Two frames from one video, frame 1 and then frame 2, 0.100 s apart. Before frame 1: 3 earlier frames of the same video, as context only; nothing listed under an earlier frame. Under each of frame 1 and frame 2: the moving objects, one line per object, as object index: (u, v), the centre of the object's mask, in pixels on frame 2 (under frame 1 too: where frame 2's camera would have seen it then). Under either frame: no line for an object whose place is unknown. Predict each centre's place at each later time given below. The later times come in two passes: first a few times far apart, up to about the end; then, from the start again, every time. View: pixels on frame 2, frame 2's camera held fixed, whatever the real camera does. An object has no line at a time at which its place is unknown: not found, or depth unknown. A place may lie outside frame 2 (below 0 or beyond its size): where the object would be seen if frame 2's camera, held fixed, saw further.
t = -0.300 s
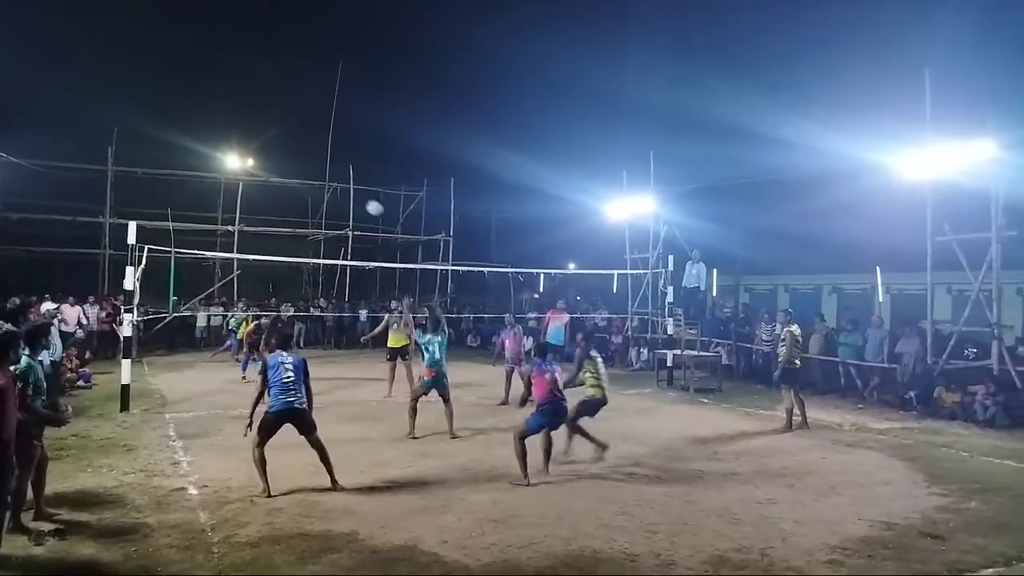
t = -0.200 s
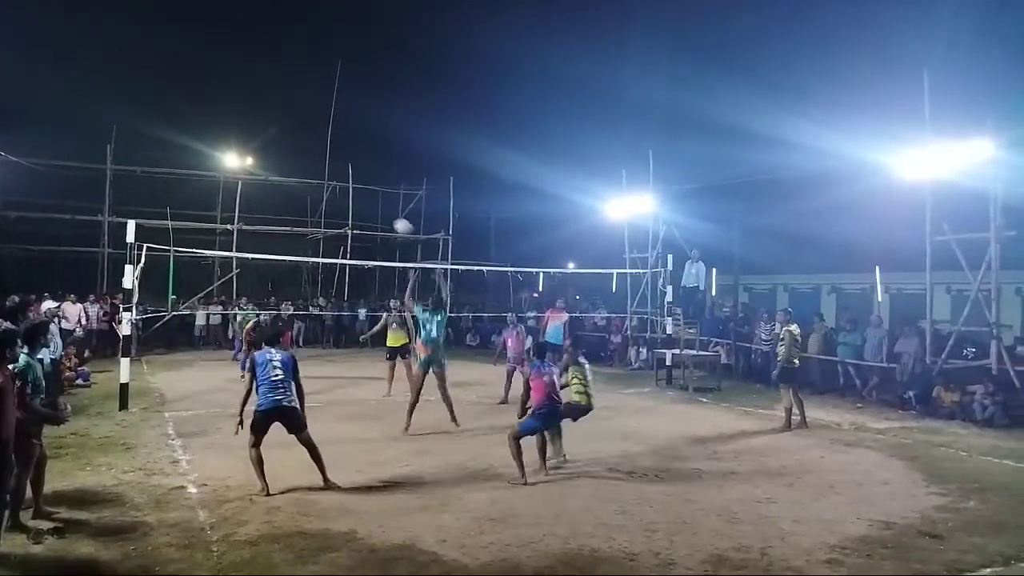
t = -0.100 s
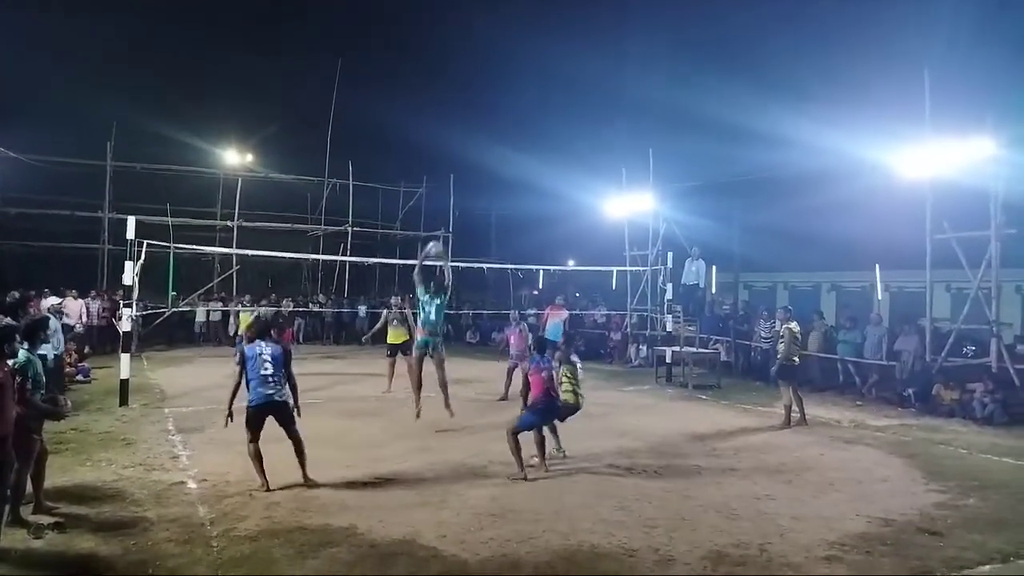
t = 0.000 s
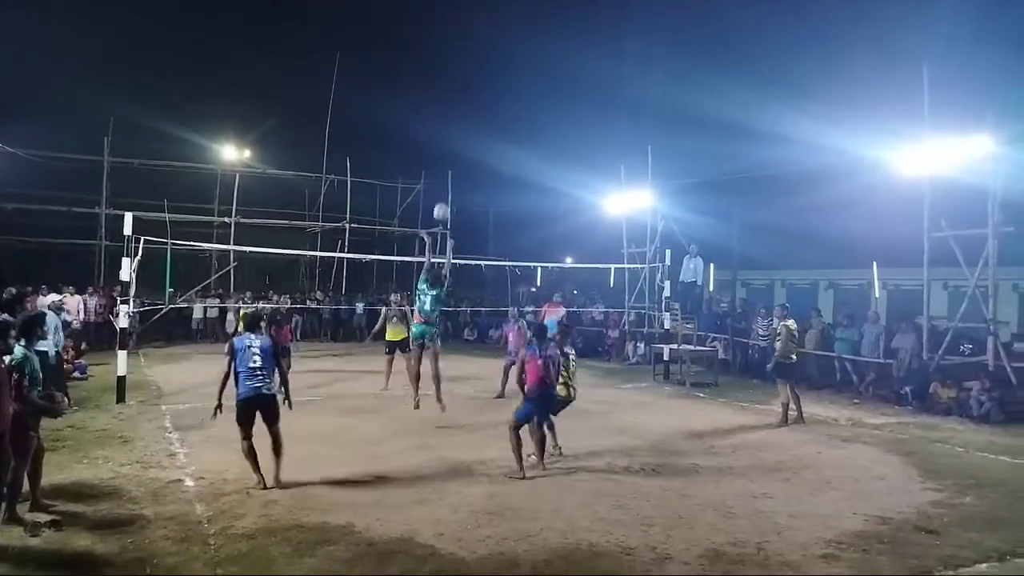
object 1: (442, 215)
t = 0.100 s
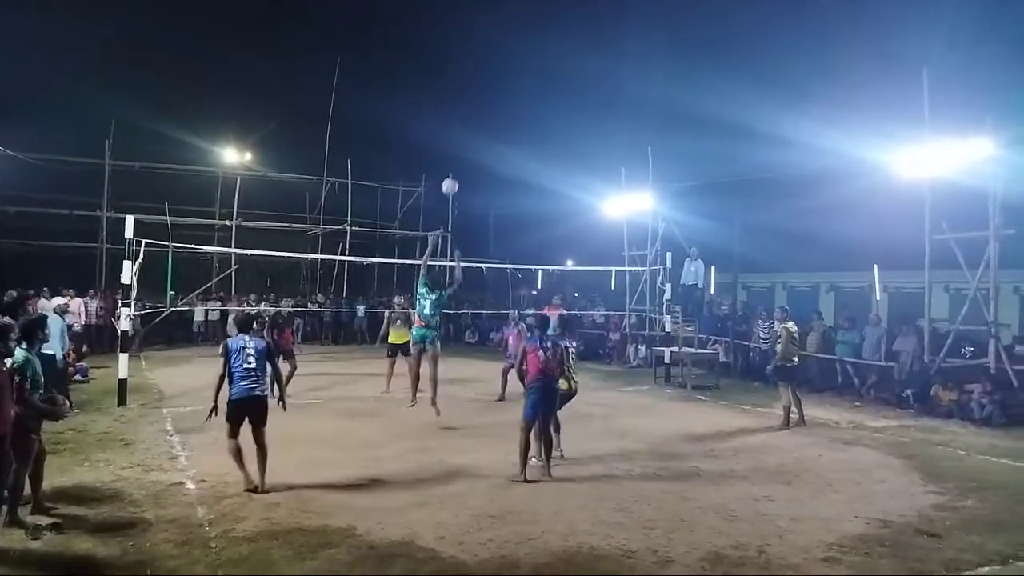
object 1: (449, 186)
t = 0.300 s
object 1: (462, 154)
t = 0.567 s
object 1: (476, 155)
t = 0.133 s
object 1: (452, 179)
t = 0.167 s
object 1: (454, 172)
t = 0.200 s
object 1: (456, 167)
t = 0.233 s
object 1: (458, 162)
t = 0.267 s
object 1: (460, 158)
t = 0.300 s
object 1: (462, 154)
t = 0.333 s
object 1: (464, 152)
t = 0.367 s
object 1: (466, 151)
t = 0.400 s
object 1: (468, 150)
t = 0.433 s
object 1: (470, 149)
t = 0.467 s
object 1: (471, 150)
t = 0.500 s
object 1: (473, 151)
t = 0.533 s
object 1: (474, 153)
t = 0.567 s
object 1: (476, 155)
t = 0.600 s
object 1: (477, 158)
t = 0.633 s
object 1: (478, 162)
